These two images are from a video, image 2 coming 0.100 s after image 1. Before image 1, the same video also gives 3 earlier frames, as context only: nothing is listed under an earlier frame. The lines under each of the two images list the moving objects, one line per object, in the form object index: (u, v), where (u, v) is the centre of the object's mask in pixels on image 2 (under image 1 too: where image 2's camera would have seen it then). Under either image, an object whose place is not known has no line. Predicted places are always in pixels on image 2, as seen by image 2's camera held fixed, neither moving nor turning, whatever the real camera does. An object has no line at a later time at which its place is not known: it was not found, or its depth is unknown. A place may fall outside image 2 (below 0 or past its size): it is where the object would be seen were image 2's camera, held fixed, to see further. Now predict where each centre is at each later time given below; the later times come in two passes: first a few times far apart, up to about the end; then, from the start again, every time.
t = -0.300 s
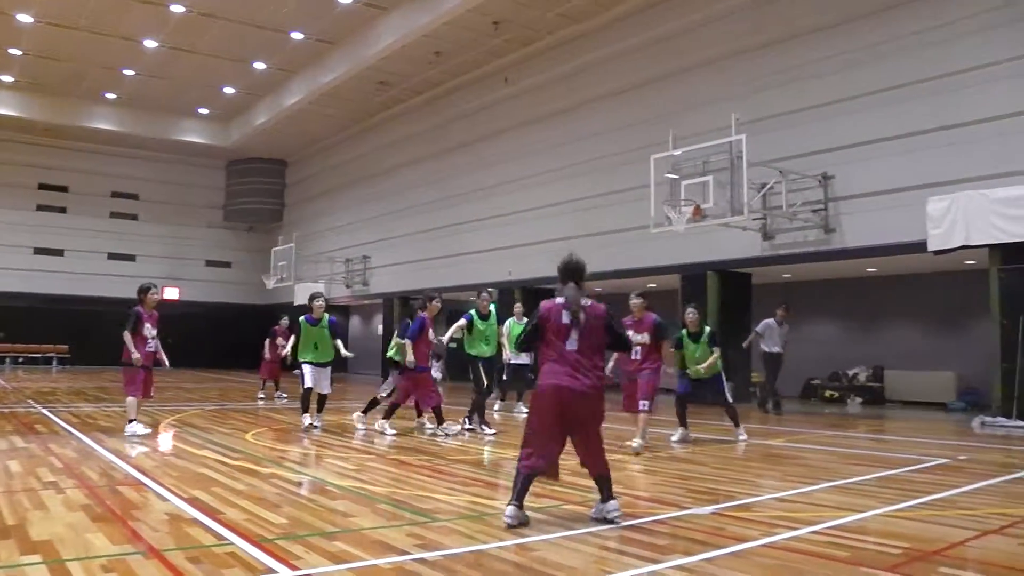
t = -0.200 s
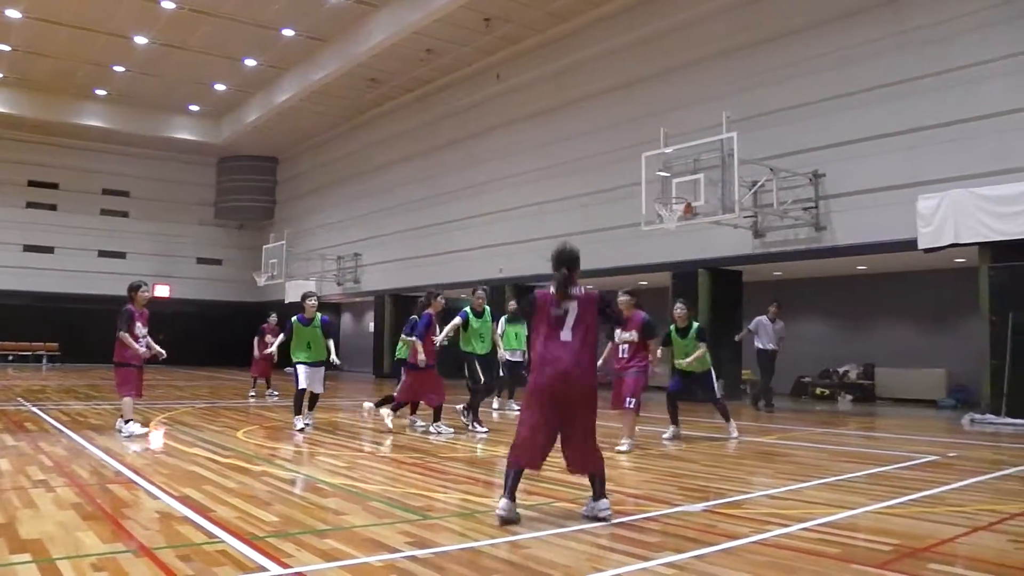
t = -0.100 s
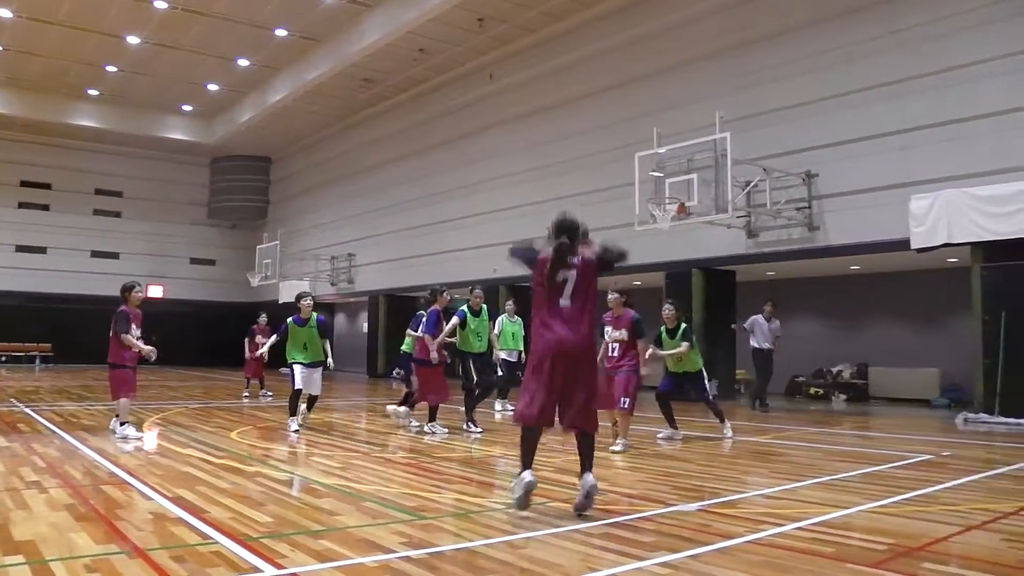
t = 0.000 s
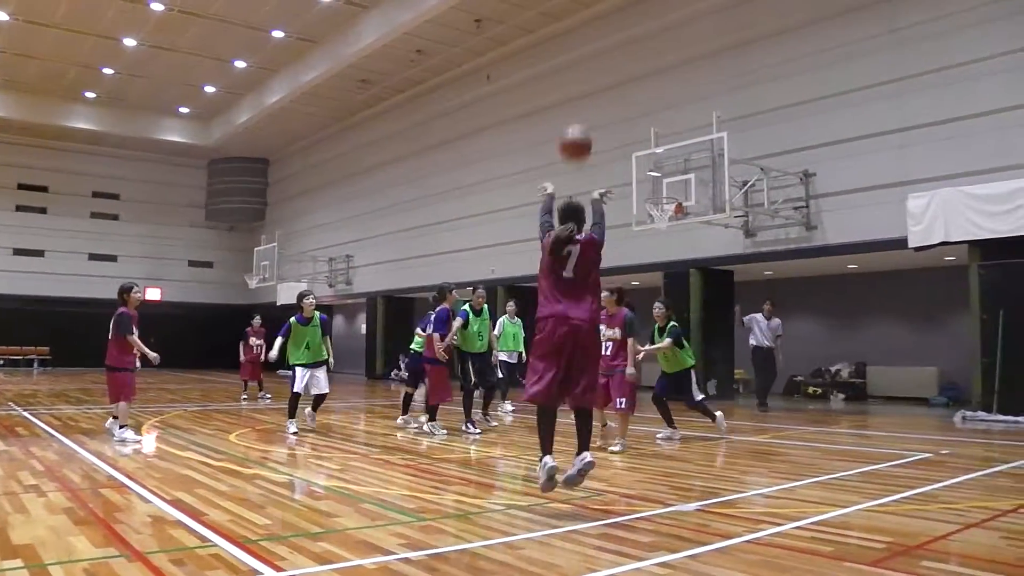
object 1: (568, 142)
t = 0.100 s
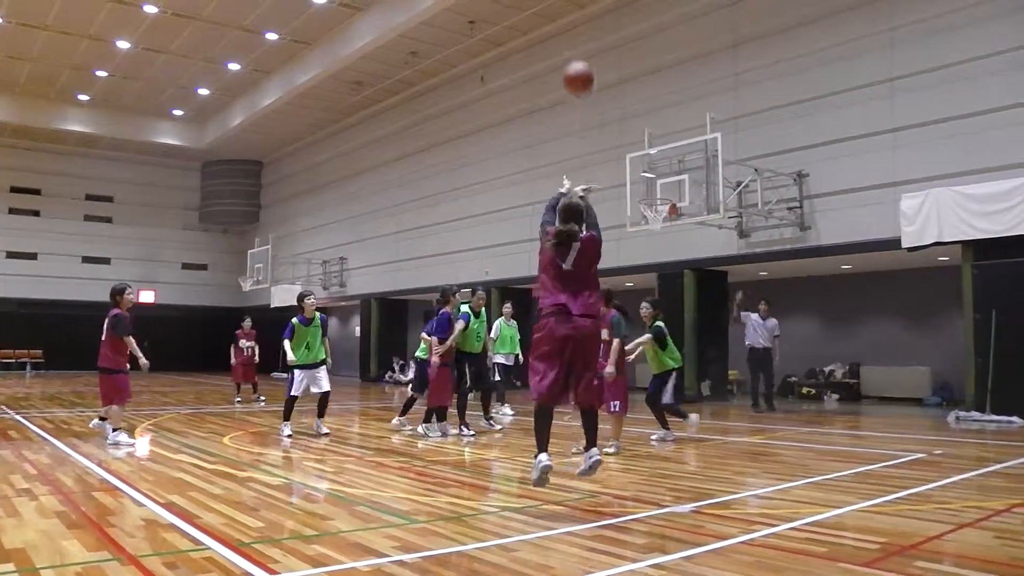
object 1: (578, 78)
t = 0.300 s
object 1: (592, 6)
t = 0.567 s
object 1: (603, -5)
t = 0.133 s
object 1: (581, 59)
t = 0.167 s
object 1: (584, 45)
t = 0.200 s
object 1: (587, 32)
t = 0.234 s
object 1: (589, 21)
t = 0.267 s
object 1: (590, 13)
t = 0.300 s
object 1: (592, 6)
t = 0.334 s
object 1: (595, 2)
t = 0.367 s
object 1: (596, 0)
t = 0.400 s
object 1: (596, -2)
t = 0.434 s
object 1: (597, -3)
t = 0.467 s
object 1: (598, -4)
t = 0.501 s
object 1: (600, -5)
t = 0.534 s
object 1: (601, -5)
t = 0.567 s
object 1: (603, -5)
